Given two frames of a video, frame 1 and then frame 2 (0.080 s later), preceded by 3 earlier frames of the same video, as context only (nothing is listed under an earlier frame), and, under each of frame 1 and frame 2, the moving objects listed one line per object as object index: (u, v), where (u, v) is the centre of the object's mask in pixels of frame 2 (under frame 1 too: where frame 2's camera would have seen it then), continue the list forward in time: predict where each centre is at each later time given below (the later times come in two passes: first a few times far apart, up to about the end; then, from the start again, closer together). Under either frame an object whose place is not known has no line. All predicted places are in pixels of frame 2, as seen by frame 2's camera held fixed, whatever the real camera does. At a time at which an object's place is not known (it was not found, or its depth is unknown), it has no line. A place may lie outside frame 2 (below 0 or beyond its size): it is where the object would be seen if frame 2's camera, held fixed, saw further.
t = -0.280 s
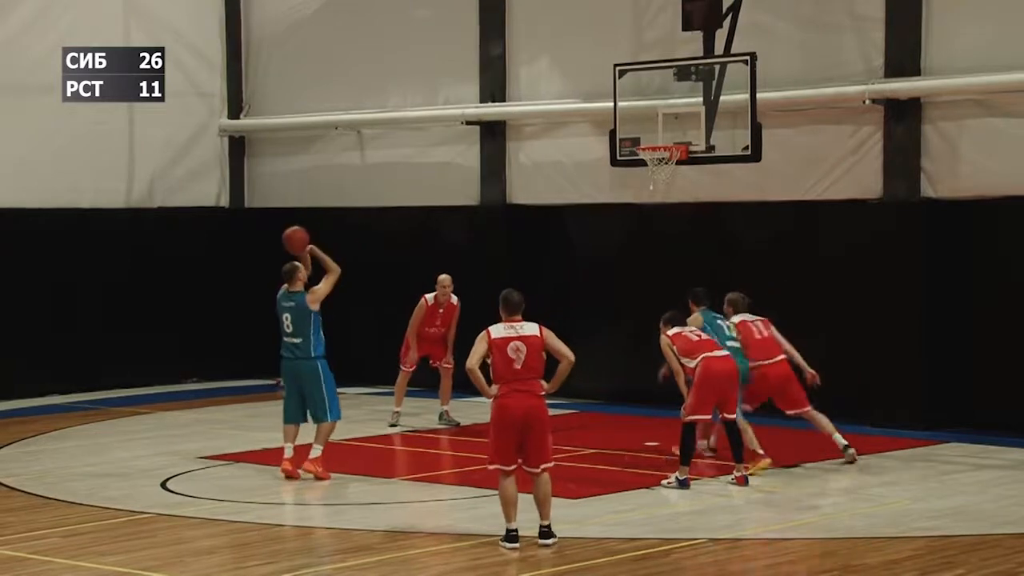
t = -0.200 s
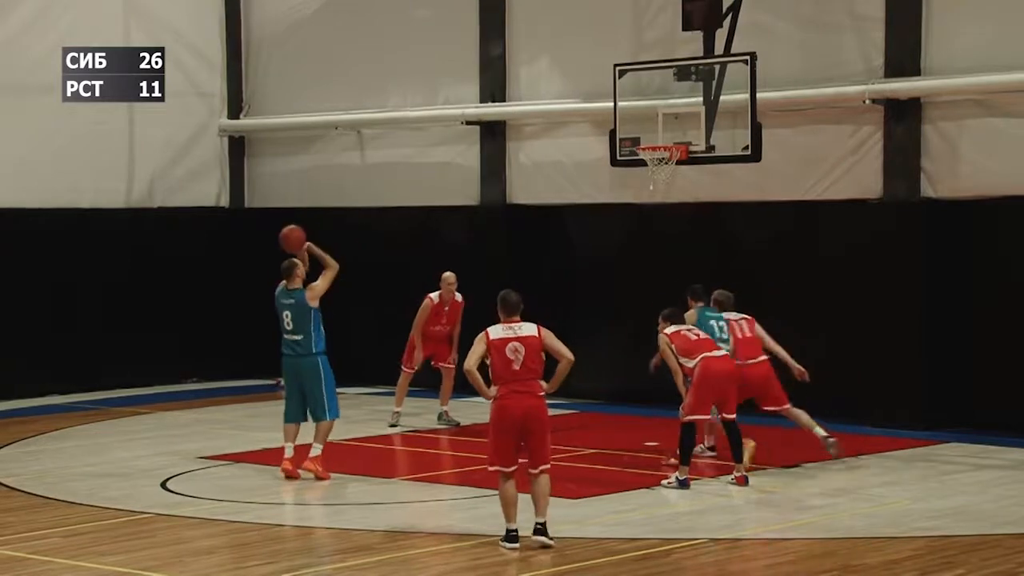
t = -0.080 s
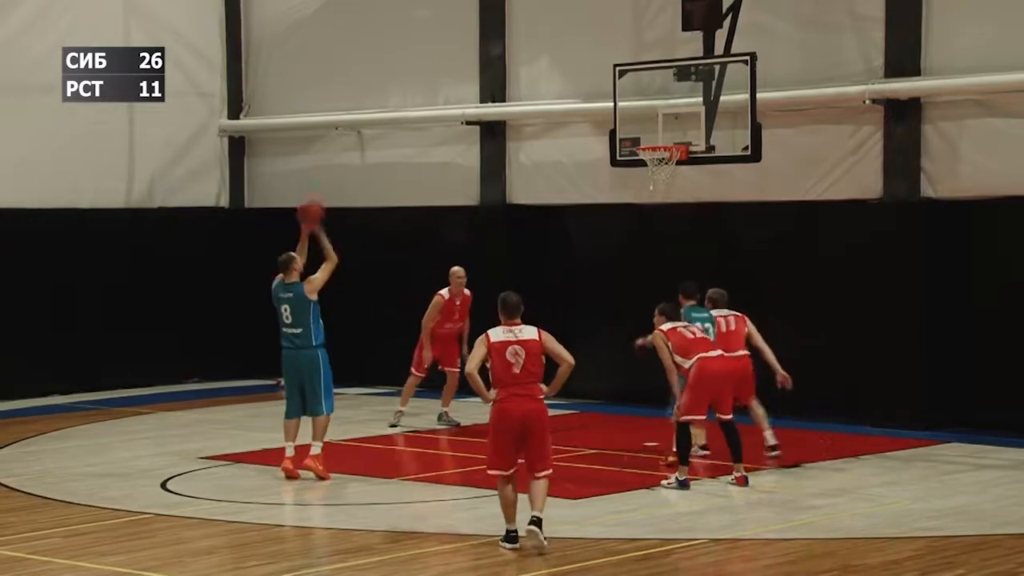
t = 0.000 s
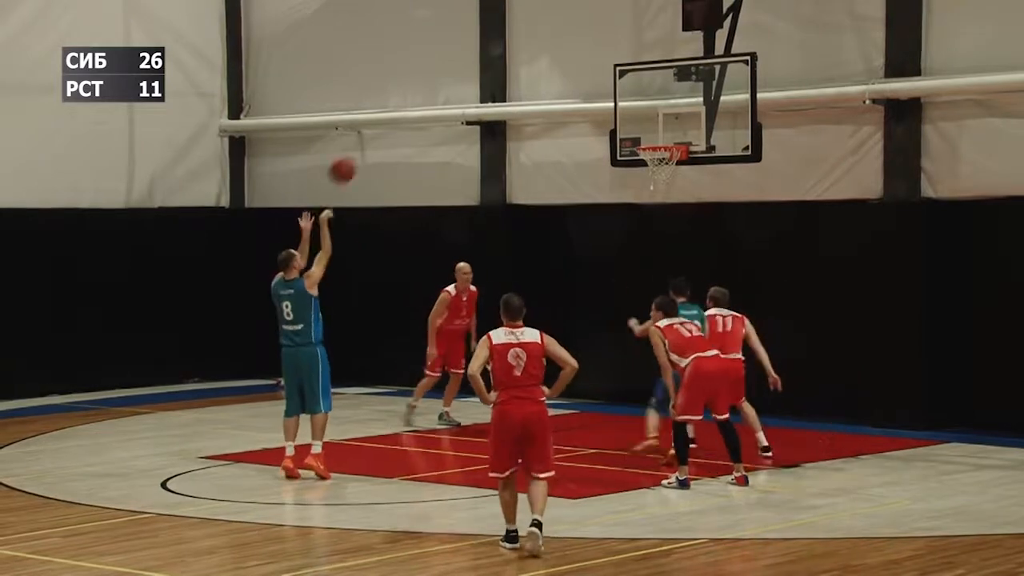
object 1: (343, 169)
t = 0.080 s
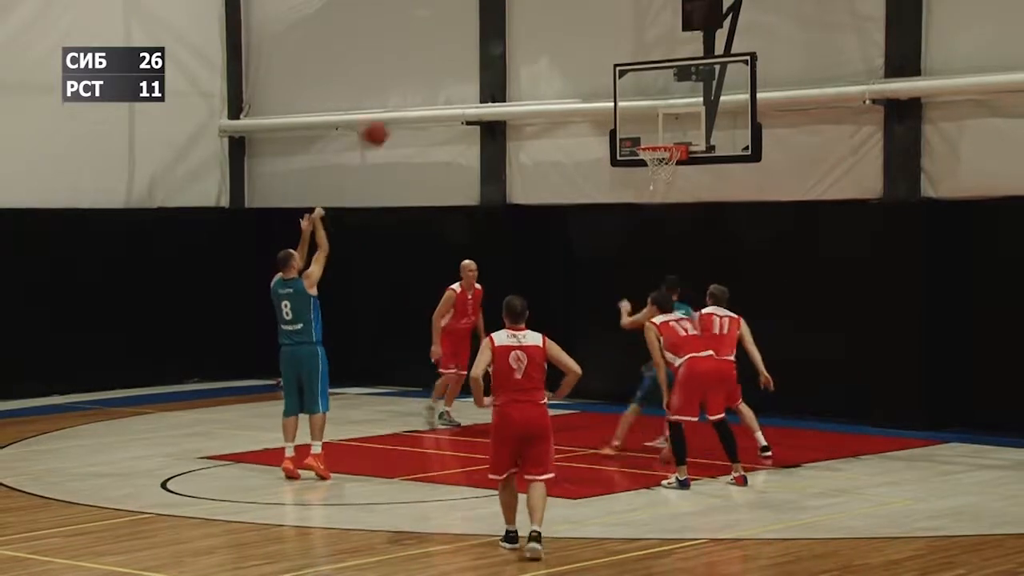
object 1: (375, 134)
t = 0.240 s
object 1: (439, 83)
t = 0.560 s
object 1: (558, 66)
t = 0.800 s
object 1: (639, 118)
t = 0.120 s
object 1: (391, 118)
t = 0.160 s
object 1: (408, 103)
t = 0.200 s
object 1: (423, 93)
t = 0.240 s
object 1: (439, 83)
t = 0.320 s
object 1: (470, 68)
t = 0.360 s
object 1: (485, 64)
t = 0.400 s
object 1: (500, 60)
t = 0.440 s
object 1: (515, 60)
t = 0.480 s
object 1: (529, 60)
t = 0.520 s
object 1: (543, 62)
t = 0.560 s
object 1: (558, 66)
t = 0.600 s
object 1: (572, 71)
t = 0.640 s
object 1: (586, 77)
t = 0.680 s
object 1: (599, 85)
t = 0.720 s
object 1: (612, 94)
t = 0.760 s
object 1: (625, 105)
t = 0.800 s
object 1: (639, 118)
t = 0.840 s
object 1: (651, 131)
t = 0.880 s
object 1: (666, 145)
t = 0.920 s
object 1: (658, 160)
